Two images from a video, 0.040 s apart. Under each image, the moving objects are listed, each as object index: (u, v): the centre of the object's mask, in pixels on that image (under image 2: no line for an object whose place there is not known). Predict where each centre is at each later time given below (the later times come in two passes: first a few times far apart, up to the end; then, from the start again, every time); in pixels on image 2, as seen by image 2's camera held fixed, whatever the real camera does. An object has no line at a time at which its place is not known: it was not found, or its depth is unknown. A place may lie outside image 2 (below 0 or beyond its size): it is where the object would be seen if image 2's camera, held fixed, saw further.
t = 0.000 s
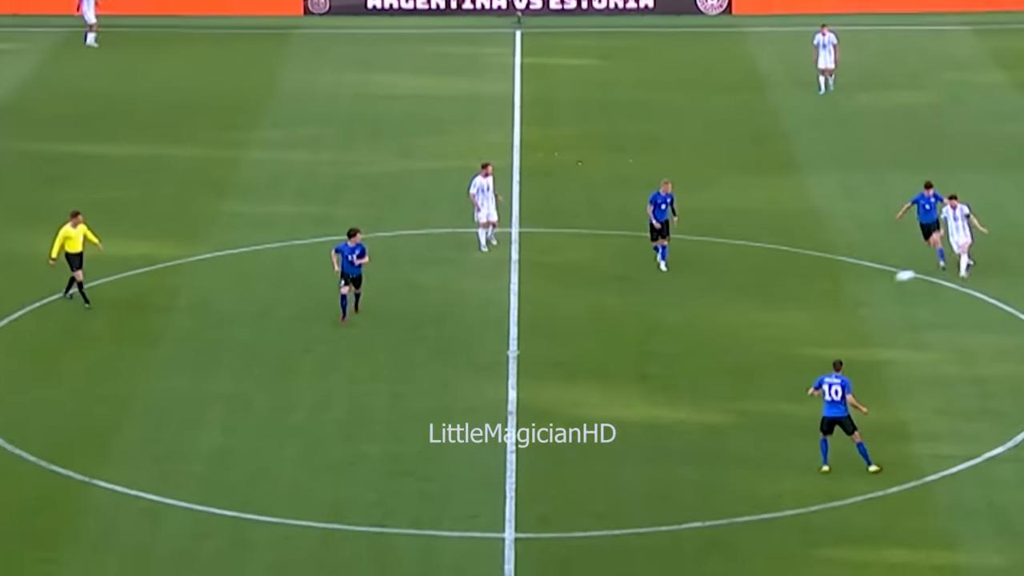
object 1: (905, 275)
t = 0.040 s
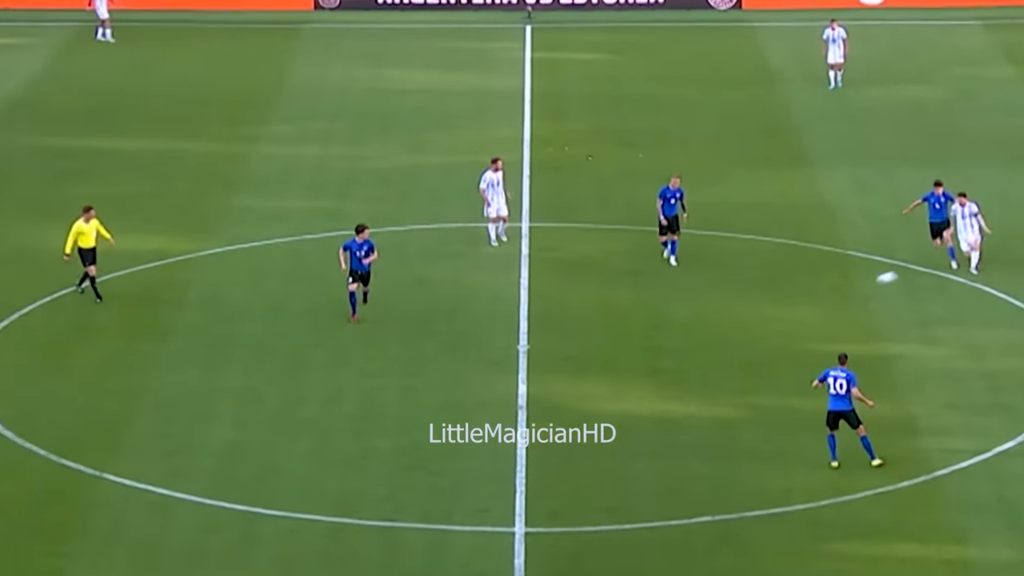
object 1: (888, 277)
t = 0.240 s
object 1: (734, 327)
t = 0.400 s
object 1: (606, 363)
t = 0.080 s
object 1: (858, 285)
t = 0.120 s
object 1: (828, 294)
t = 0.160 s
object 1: (797, 304)
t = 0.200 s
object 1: (765, 315)
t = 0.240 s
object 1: (734, 327)
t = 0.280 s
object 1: (701, 340)
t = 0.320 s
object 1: (668, 352)
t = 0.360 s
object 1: (637, 357)
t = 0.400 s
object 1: (606, 363)
